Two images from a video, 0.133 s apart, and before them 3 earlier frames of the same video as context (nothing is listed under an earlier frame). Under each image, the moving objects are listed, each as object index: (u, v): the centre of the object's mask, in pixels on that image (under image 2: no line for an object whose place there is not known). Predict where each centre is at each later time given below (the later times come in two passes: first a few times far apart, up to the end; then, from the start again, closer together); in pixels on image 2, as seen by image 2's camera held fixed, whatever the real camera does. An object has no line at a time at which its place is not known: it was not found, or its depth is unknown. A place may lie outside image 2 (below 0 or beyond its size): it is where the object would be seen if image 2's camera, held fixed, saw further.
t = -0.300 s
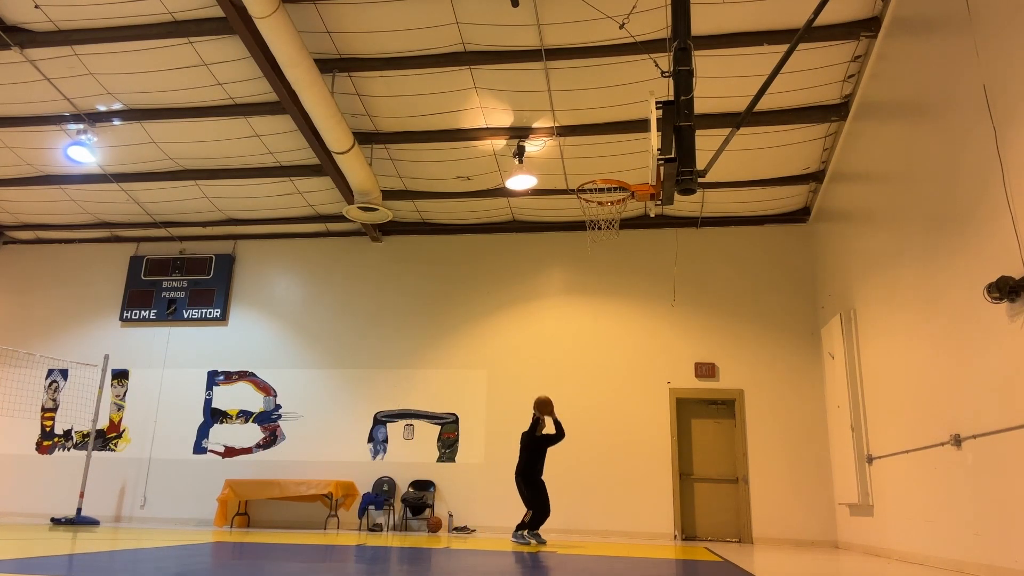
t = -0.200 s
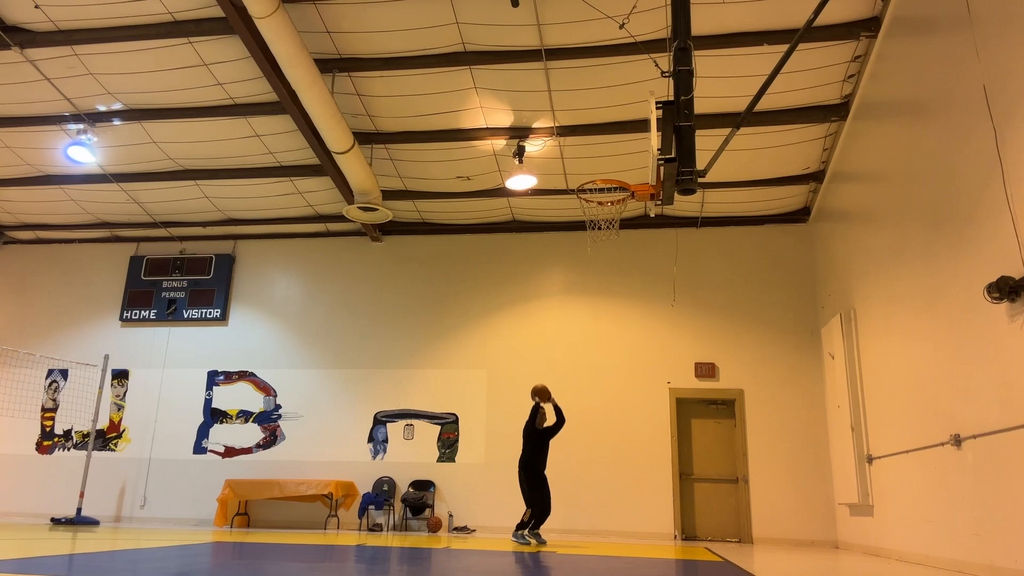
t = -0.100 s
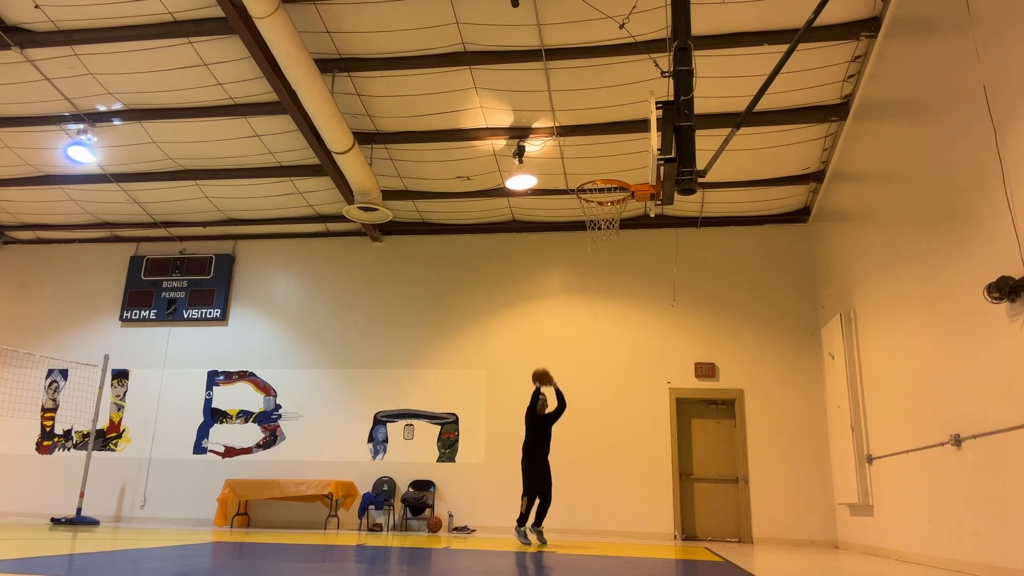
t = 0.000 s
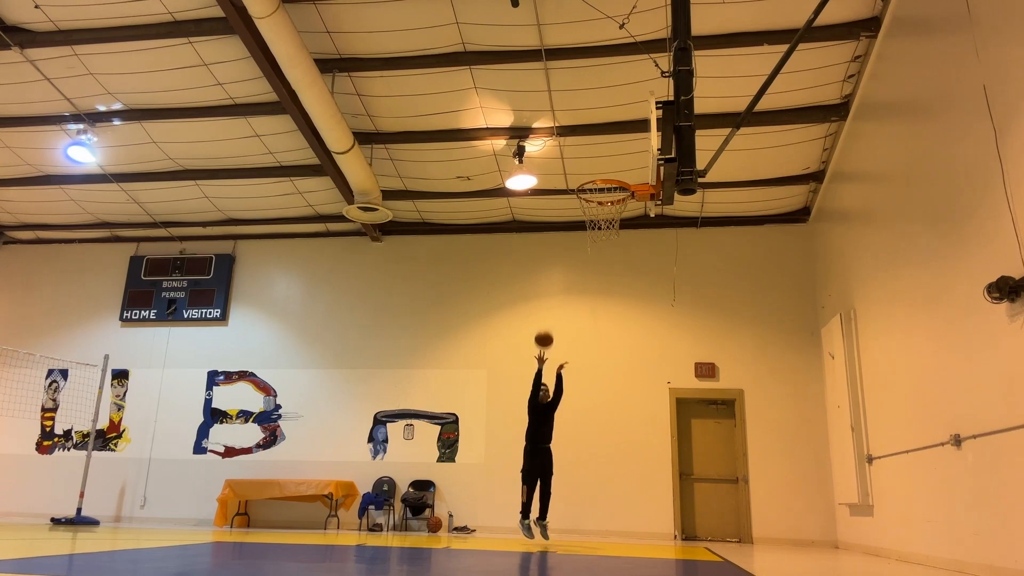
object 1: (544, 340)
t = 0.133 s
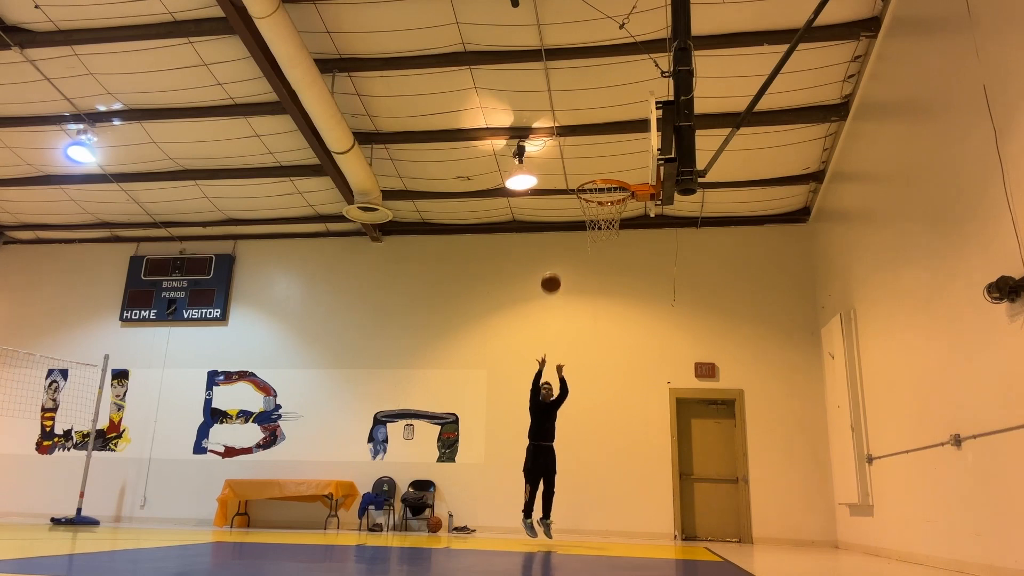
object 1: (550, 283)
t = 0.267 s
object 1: (557, 238)
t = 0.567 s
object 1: (574, 178)
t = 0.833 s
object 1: (593, 187)
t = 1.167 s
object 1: (642, 334)
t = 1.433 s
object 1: (686, 554)
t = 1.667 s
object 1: (694, 401)
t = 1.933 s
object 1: (704, 320)
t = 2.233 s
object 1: (718, 324)
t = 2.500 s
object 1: (733, 395)
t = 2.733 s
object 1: (748, 511)
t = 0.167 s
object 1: (552, 271)
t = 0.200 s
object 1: (554, 259)
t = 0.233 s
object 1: (556, 248)
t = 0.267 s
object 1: (557, 238)
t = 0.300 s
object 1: (559, 228)
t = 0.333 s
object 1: (561, 220)
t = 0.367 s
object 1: (563, 212)
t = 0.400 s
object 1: (565, 204)
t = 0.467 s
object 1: (568, 191)
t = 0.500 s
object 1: (570, 185)
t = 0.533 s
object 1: (572, 181)
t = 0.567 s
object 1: (574, 178)
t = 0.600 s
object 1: (577, 175)
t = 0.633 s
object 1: (579, 174)
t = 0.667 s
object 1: (581, 173)
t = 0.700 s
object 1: (584, 173)
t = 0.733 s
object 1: (586, 174)
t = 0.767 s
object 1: (588, 177)
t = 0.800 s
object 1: (590, 180)
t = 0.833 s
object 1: (593, 187)
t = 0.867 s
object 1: (597, 195)
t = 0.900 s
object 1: (603, 206)
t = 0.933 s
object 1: (609, 218)
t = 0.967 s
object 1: (615, 234)
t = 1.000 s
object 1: (619, 246)
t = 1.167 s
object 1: (642, 334)
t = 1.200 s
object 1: (647, 356)
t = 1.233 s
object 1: (652, 379)
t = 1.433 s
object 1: (686, 554)
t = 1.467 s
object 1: (688, 535)
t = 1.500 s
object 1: (689, 507)
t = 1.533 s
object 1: (689, 481)
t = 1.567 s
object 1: (691, 458)
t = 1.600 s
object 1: (692, 437)
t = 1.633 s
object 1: (693, 418)
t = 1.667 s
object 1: (694, 401)
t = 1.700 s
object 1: (694, 385)
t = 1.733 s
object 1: (696, 371)
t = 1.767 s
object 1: (697, 359)
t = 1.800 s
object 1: (699, 349)
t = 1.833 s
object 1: (700, 340)
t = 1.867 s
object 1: (701, 332)
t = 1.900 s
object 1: (703, 325)
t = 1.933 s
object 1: (704, 320)
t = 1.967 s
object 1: (706, 316)
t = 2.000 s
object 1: (707, 313)
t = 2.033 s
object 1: (708, 312)
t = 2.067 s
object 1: (710, 311)
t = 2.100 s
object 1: (711, 312)
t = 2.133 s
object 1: (713, 313)
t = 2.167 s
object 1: (714, 316)
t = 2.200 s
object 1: (716, 319)
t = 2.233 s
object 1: (718, 324)
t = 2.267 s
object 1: (719, 329)
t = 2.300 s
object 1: (721, 336)
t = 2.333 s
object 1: (723, 343)
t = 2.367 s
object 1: (725, 352)
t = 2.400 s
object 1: (726, 361)
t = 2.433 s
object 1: (728, 371)
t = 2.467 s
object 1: (730, 383)
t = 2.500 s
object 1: (733, 395)
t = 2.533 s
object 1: (735, 409)
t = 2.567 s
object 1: (737, 422)
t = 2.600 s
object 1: (739, 439)
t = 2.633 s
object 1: (741, 455)
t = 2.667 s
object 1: (743, 473)
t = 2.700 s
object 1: (746, 491)
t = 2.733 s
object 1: (748, 511)
